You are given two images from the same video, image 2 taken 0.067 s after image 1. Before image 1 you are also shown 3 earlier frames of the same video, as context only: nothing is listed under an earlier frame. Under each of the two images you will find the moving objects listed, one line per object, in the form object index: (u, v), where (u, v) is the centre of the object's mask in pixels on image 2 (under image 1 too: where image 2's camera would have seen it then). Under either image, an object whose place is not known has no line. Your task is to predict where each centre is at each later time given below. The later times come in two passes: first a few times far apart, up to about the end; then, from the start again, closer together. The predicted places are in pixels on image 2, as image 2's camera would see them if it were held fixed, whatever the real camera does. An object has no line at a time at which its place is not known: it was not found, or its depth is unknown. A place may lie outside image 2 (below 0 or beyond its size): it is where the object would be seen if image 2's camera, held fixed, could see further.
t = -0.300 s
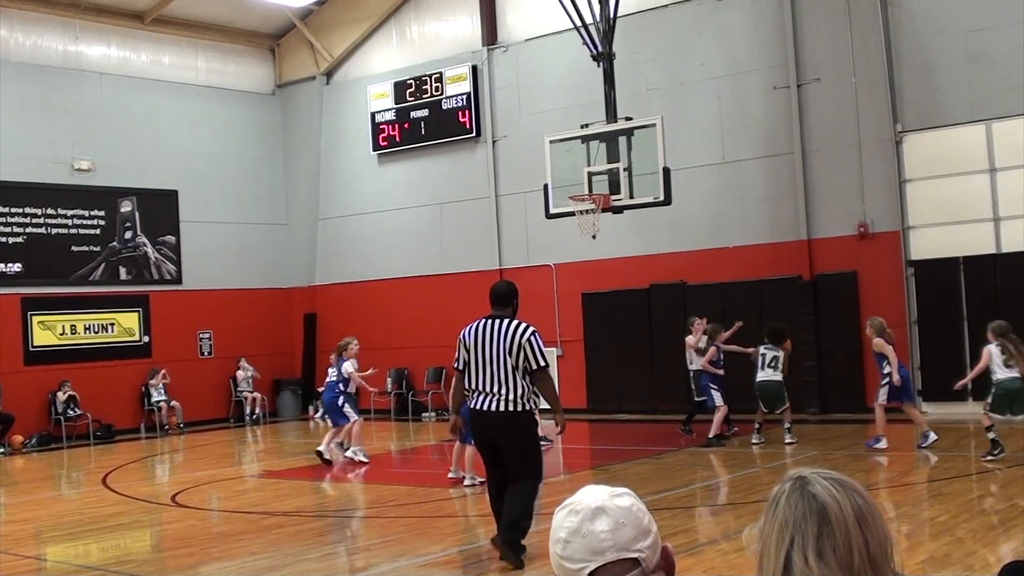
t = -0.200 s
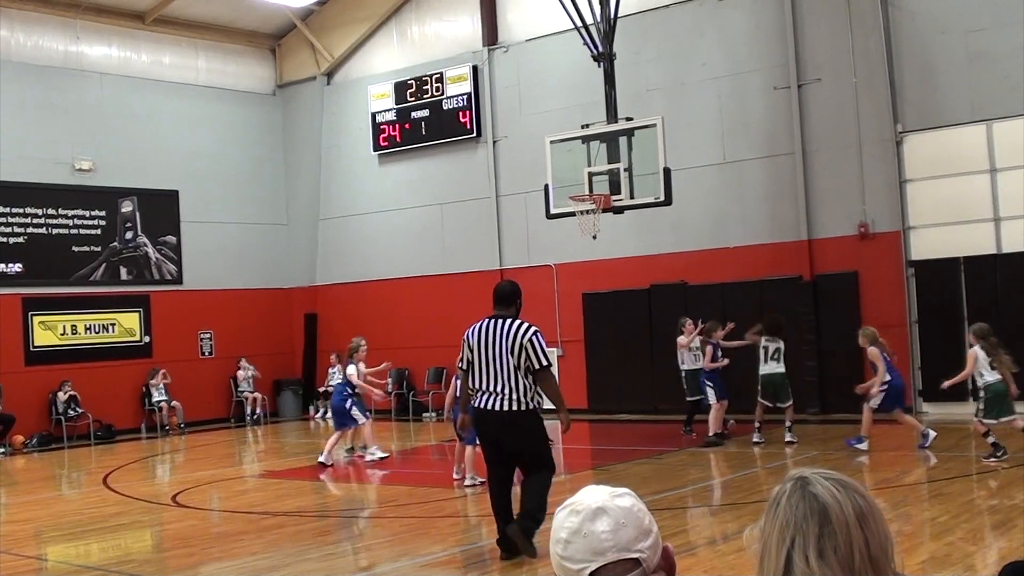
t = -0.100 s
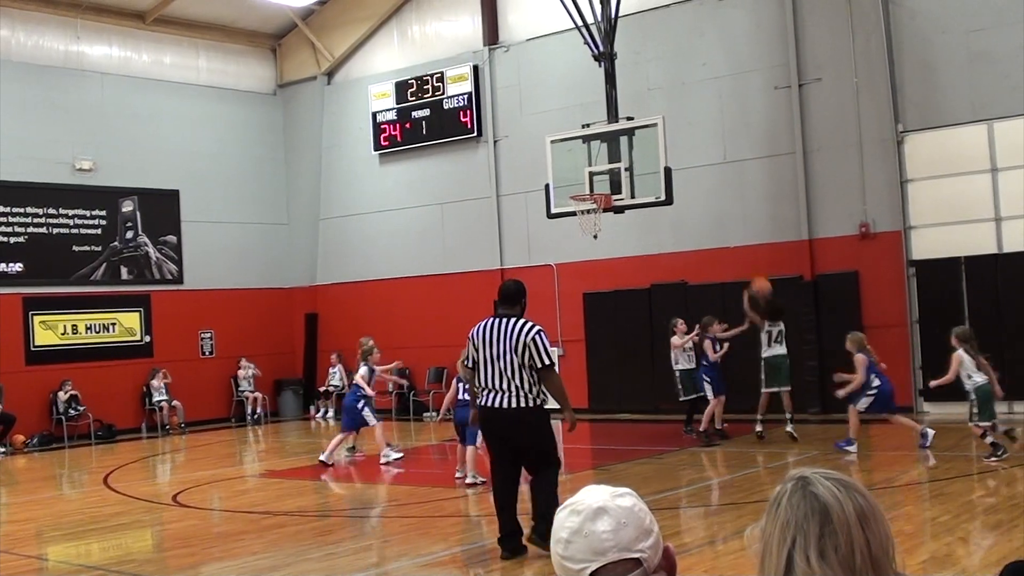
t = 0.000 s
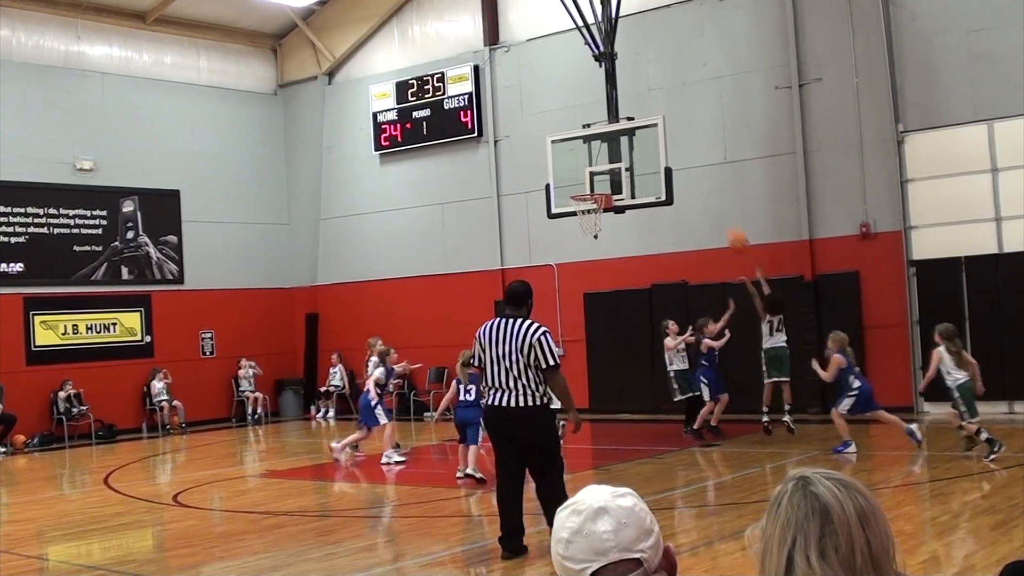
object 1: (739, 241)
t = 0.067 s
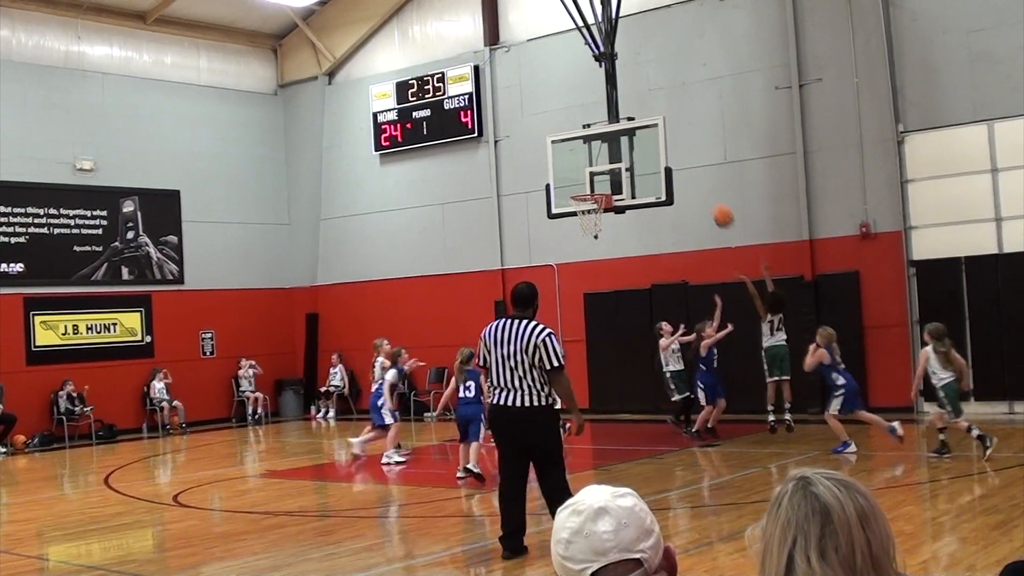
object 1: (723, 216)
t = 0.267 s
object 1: (681, 165)
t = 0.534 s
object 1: (633, 149)
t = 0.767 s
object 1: (595, 181)
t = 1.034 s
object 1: (586, 210)
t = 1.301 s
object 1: (603, 245)
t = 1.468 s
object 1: (615, 289)
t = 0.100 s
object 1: (715, 205)
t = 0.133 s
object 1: (708, 195)
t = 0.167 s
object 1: (701, 186)
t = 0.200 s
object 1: (695, 179)
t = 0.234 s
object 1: (687, 171)
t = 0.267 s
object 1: (681, 165)
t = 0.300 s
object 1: (675, 160)
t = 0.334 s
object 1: (668, 156)
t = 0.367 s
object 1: (662, 153)
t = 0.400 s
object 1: (656, 150)
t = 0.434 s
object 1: (650, 148)
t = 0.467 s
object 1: (643, 148)
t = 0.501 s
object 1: (638, 148)
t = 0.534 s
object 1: (633, 149)
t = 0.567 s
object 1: (627, 151)
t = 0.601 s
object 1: (621, 154)
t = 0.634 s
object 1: (616, 157)
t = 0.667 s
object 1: (611, 162)
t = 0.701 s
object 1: (605, 168)
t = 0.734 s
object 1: (599, 174)
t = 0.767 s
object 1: (595, 181)
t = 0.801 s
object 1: (591, 187)
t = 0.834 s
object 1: (588, 188)
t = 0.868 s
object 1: (585, 191)
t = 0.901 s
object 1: (583, 196)
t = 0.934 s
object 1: (580, 202)
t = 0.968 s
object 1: (582, 204)
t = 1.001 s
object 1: (583, 206)
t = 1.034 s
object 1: (586, 210)
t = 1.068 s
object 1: (587, 213)
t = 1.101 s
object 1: (590, 219)
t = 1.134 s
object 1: (592, 222)
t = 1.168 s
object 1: (594, 225)
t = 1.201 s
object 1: (596, 227)
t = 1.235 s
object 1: (598, 233)
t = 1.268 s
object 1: (601, 239)
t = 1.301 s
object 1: (603, 245)
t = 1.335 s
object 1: (604, 252)
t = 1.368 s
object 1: (607, 260)
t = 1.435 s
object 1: (611, 278)
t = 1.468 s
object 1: (615, 289)
